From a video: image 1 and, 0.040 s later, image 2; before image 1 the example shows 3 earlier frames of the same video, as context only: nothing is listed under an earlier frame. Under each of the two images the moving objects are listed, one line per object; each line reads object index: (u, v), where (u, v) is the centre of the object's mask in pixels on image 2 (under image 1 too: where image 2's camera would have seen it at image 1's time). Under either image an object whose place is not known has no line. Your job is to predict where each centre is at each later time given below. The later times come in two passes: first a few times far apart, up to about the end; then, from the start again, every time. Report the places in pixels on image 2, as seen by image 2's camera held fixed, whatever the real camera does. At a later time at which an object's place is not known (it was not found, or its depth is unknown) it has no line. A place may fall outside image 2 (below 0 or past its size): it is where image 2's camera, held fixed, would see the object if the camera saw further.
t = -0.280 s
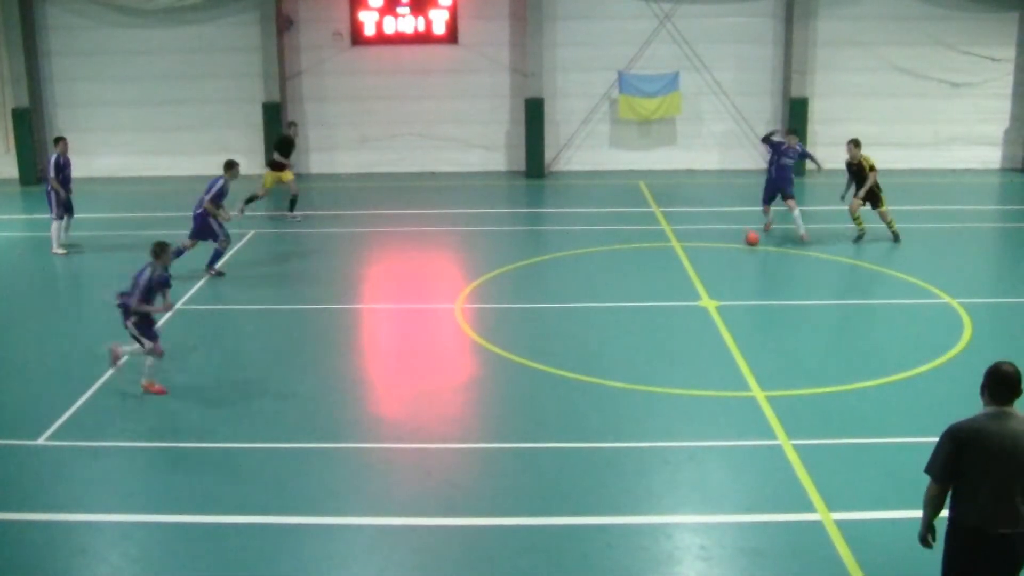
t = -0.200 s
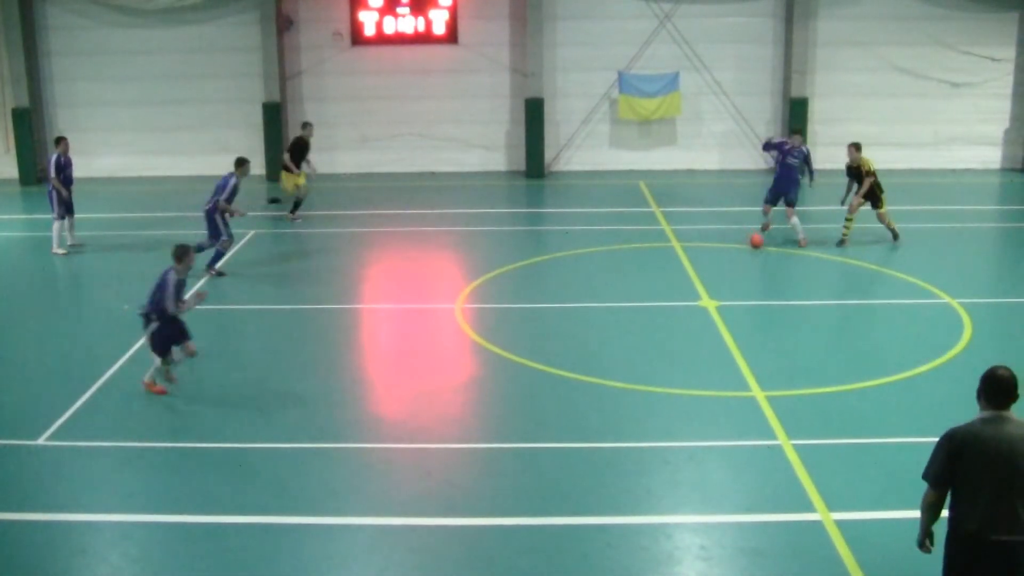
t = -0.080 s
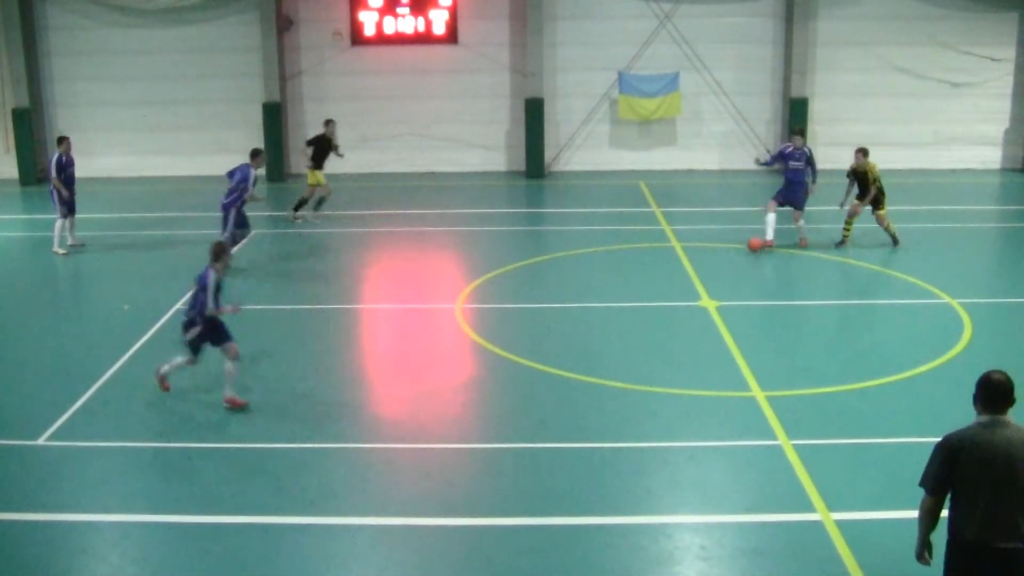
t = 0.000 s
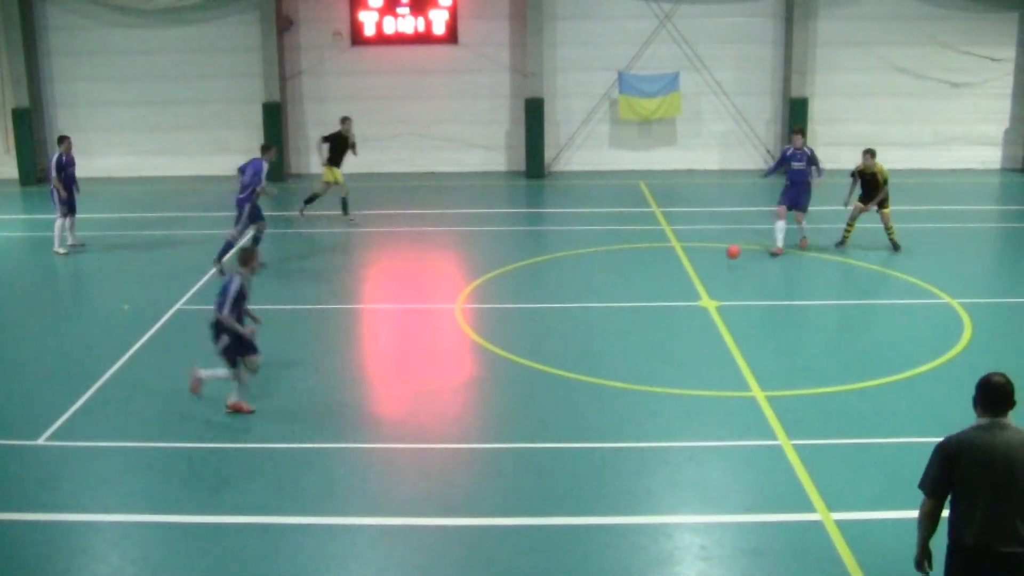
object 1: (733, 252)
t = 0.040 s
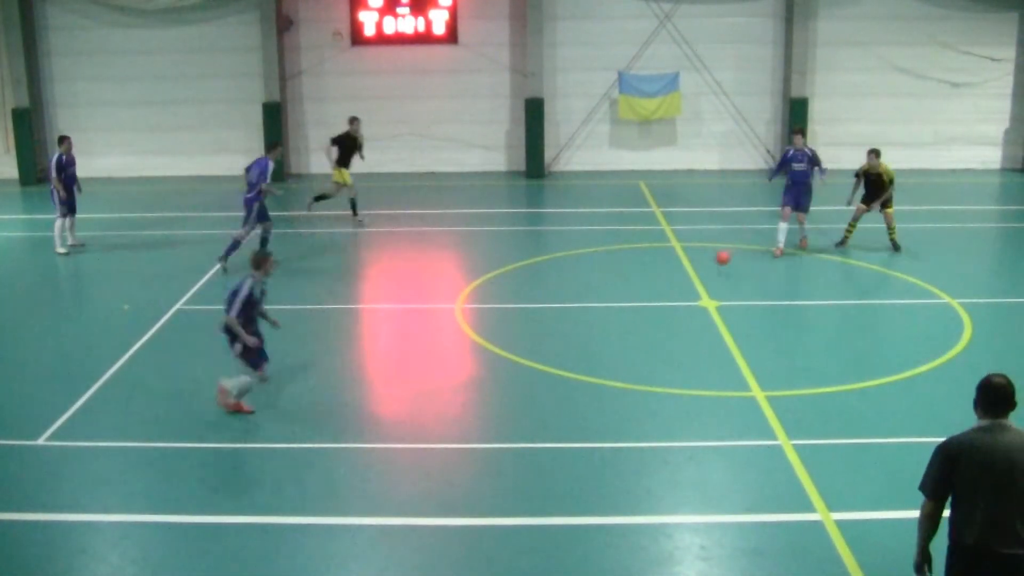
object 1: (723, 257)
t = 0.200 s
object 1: (674, 296)
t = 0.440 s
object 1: (602, 343)
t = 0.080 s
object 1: (711, 264)
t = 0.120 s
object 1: (700, 272)
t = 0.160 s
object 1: (687, 284)
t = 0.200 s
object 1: (674, 296)
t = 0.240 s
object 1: (662, 304)
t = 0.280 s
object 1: (650, 310)
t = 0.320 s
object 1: (639, 316)
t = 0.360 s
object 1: (627, 325)
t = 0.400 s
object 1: (615, 335)
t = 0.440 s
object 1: (602, 343)
